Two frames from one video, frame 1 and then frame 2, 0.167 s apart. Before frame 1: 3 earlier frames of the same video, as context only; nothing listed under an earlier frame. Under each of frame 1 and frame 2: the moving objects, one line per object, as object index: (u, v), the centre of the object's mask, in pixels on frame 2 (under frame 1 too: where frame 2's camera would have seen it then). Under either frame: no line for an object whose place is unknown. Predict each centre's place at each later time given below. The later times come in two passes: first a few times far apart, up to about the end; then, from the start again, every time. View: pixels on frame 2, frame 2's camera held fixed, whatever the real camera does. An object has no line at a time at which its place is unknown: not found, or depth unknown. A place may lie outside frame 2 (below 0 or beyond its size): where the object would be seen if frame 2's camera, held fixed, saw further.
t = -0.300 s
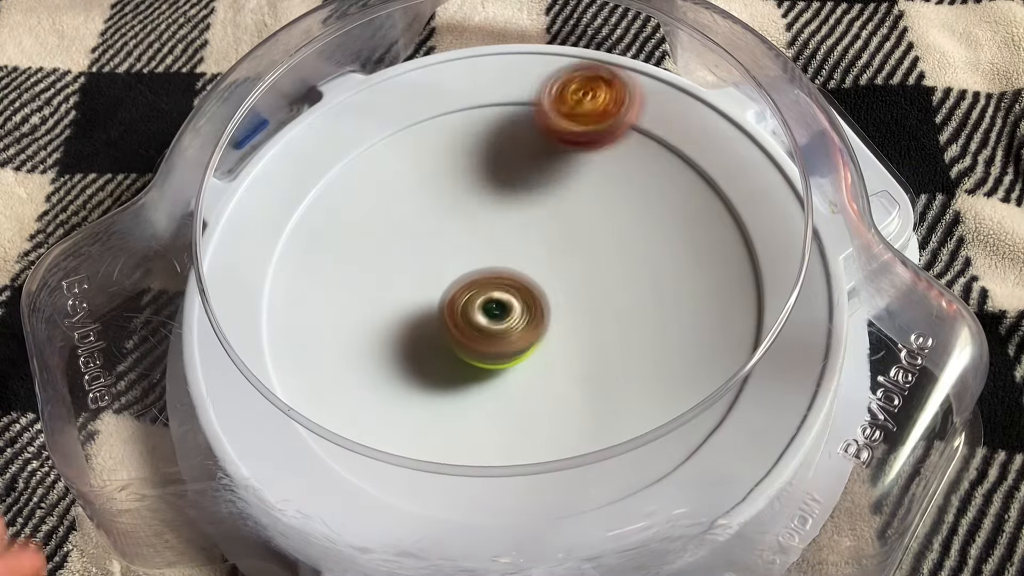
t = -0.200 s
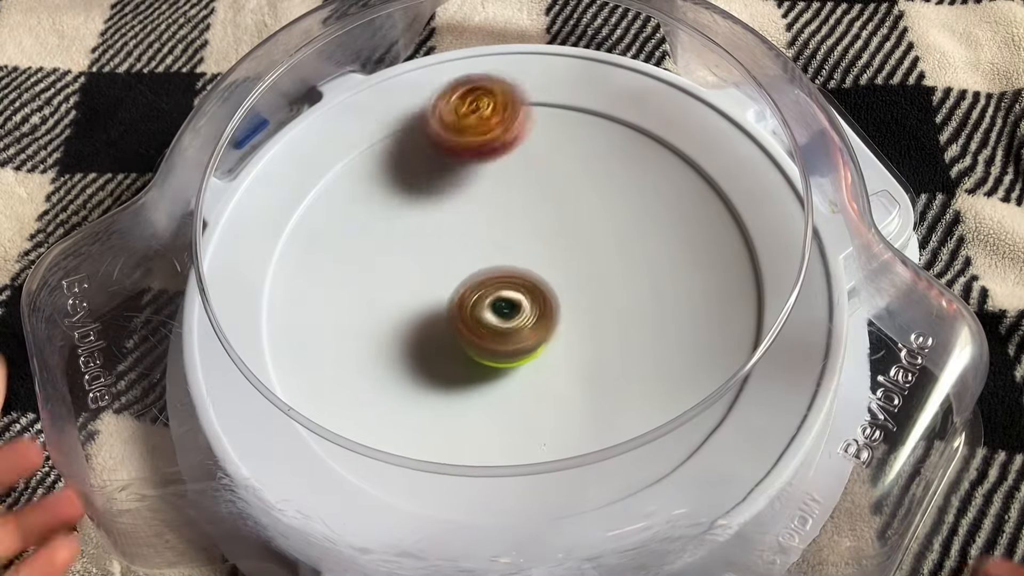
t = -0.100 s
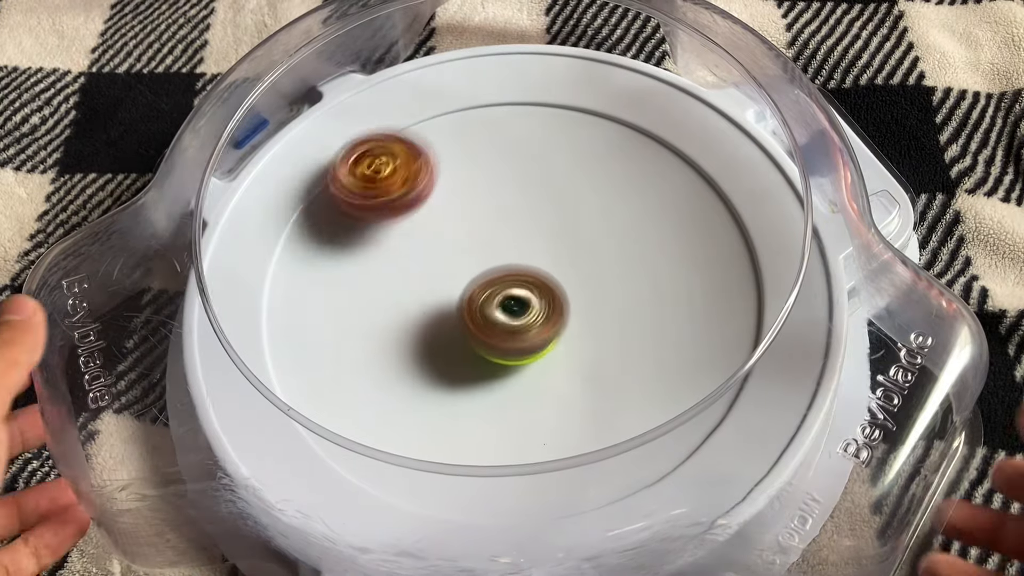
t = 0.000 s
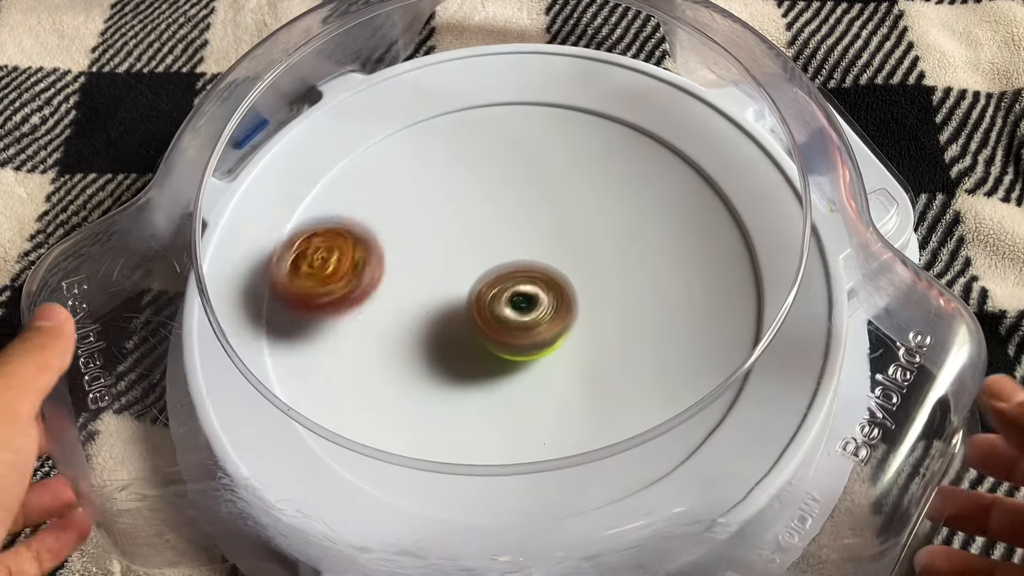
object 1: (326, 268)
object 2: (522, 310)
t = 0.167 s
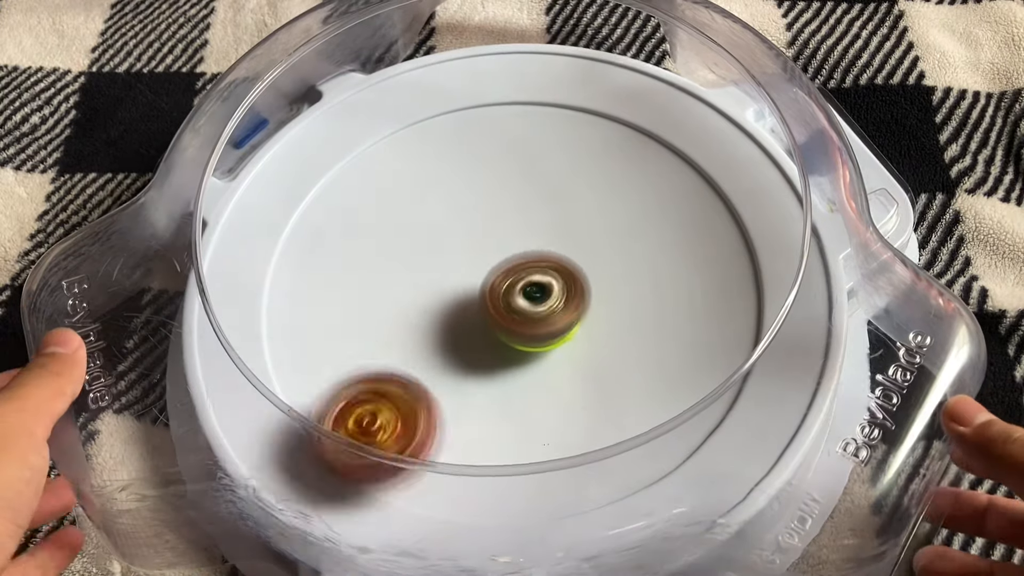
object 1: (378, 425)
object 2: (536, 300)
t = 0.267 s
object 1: (488, 481)
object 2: (541, 295)
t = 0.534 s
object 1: (720, 304)
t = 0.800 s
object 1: (528, 138)
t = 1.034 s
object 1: (312, 218)
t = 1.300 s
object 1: (405, 438)
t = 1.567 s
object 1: (684, 323)
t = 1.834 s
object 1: (595, 118)
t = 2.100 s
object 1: (363, 193)
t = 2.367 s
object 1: (427, 414)
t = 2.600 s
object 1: (677, 391)
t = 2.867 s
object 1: (652, 181)
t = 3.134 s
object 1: (401, 184)
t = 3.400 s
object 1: (344, 384)
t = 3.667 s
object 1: (611, 398)
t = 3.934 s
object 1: (640, 190)
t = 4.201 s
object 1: (423, 144)
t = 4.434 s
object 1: (345, 315)
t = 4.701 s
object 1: (572, 412)
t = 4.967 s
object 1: (698, 242)
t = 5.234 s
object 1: (499, 159)
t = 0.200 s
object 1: (409, 451)
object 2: (538, 298)
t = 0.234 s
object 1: (446, 470)
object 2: (540, 296)
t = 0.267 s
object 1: (488, 481)
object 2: (541, 295)
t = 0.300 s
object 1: (535, 480)
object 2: (541, 294)
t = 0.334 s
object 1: (582, 475)
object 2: (543, 293)
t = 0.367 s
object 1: (623, 459)
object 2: (543, 291)
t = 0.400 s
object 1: (658, 436)
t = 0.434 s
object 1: (688, 407)
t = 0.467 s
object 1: (707, 373)
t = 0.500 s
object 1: (711, 334)
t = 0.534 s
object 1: (720, 304)
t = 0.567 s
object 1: (717, 272)
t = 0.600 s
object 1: (702, 240)
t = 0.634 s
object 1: (682, 211)
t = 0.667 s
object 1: (658, 189)
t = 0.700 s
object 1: (629, 169)
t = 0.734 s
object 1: (598, 155)
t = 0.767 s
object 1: (560, 144)
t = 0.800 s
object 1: (528, 138)
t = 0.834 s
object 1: (491, 137)
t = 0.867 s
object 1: (456, 139)
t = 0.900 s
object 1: (421, 148)
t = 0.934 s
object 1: (389, 158)
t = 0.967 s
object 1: (360, 173)
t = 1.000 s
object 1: (333, 194)
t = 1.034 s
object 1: (312, 218)
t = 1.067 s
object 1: (294, 248)
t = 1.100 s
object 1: (284, 277)
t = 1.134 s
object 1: (282, 311)
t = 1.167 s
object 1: (295, 340)
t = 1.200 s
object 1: (311, 373)
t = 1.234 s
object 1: (342, 391)
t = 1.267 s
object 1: (369, 418)
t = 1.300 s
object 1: (405, 438)
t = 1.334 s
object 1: (452, 442)
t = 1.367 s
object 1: (496, 443)
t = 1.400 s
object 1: (538, 440)
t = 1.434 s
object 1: (578, 424)
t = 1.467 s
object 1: (614, 404)
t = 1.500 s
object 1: (641, 379)
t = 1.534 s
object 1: (666, 352)
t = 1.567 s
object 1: (684, 323)
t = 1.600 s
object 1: (694, 291)
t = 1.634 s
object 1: (696, 259)
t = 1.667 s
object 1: (693, 230)
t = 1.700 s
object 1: (684, 203)
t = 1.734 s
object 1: (667, 175)
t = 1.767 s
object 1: (648, 152)
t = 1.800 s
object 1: (624, 133)
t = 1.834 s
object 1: (595, 118)
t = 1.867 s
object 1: (565, 109)
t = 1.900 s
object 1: (531, 107)
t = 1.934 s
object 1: (498, 108)
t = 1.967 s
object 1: (465, 115)
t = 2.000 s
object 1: (435, 128)
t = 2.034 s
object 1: (406, 144)
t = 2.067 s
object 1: (383, 165)
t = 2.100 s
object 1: (363, 193)
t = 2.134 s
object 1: (345, 222)
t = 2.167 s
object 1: (338, 252)
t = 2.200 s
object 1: (335, 284)
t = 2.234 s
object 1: (339, 316)
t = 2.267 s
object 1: (354, 346)
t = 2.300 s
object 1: (372, 376)
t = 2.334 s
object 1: (395, 399)
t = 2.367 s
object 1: (427, 414)
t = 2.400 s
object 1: (461, 425)
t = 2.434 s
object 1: (496, 442)
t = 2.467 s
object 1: (537, 444)
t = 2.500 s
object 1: (579, 440)
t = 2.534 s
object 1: (620, 431)
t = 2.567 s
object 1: (650, 414)
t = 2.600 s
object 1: (677, 391)
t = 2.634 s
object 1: (699, 364)
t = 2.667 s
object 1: (709, 333)
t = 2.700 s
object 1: (720, 306)
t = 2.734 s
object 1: (720, 275)
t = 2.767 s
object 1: (711, 246)
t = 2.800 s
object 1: (697, 220)
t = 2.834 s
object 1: (677, 198)
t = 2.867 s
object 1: (652, 181)
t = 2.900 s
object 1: (622, 166)
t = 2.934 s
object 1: (591, 157)
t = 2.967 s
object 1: (559, 151)
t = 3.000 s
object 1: (526, 151)
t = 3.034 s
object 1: (492, 155)
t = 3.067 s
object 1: (459, 160)
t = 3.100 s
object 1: (429, 170)
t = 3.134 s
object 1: (401, 184)
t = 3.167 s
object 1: (374, 202)
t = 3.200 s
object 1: (351, 224)
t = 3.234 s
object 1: (335, 247)
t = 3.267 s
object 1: (323, 273)
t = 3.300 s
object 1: (314, 304)
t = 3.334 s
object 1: (314, 333)
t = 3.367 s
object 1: (325, 361)
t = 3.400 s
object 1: (344, 384)
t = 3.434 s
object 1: (369, 404)
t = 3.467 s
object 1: (392, 431)
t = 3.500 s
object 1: (431, 439)
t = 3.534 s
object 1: (470, 448)
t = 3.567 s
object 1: (510, 444)
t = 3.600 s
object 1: (548, 435)
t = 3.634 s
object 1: (584, 423)
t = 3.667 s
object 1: (611, 398)
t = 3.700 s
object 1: (637, 377)
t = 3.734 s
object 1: (656, 351)
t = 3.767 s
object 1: (667, 323)
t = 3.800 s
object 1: (674, 294)
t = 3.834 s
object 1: (673, 266)
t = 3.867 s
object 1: (667, 239)
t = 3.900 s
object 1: (656, 213)
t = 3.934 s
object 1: (640, 190)
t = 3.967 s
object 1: (620, 170)
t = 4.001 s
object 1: (596, 152)
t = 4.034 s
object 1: (570, 139)
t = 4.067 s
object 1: (541, 130)
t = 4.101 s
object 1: (513, 126)
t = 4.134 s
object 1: (483, 127)
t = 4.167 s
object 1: (452, 134)
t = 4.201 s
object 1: (423, 144)
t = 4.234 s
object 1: (398, 159)
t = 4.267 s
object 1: (376, 178)
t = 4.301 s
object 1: (359, 200)
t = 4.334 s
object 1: (347, 227)
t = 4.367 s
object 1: (340, 257)
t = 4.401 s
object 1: (339, 286)
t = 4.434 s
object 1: (345, 315)
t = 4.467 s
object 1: (357, 342)
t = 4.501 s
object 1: (377, 365)
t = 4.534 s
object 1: (403, 386)
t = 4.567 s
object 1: (434, 404)
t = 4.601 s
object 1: (467, 414)
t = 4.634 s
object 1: (502, 419)
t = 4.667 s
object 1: (537, 418)
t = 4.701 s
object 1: (572, 412)
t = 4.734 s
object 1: (604, 402)
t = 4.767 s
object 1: (633, 388)
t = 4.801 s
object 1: (661, 371)
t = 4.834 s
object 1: (681, 348)
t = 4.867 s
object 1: (697, 323)
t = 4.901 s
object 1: (704, 296)
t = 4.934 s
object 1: (704, 268)
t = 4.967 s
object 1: (698, 242)
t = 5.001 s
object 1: (685, 218)
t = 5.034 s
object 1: (666, 196)
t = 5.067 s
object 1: (643, 179)
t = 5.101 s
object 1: (618, 166)
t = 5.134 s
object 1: (589, 158)
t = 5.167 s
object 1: (559, 155)
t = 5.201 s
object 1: (529, 154)
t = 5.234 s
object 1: (499, 159)
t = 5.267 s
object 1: (470, 167)
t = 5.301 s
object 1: (443, 179)
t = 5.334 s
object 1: (417, 193)
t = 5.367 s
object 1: (394, 211)
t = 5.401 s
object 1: (374, 232)
